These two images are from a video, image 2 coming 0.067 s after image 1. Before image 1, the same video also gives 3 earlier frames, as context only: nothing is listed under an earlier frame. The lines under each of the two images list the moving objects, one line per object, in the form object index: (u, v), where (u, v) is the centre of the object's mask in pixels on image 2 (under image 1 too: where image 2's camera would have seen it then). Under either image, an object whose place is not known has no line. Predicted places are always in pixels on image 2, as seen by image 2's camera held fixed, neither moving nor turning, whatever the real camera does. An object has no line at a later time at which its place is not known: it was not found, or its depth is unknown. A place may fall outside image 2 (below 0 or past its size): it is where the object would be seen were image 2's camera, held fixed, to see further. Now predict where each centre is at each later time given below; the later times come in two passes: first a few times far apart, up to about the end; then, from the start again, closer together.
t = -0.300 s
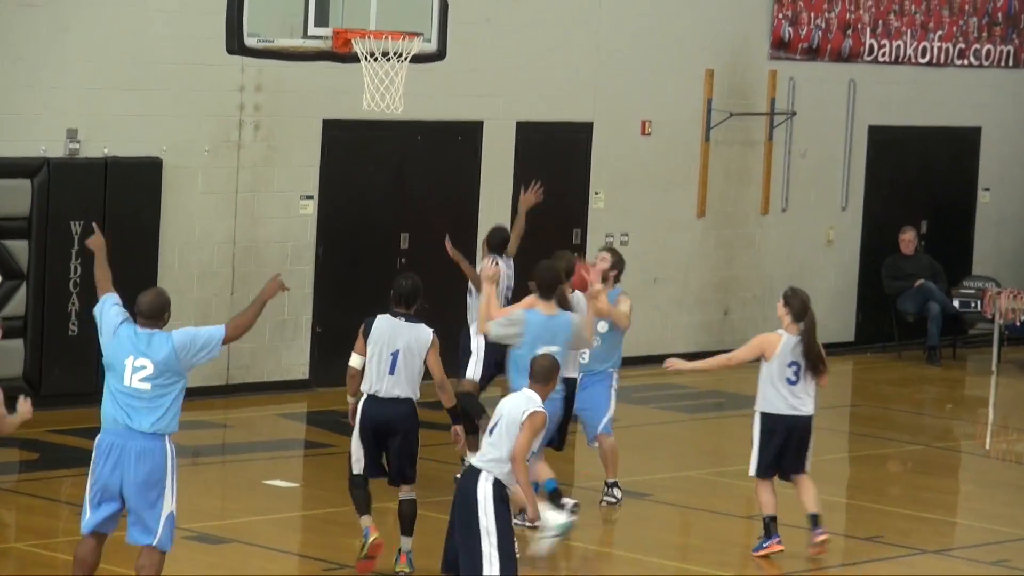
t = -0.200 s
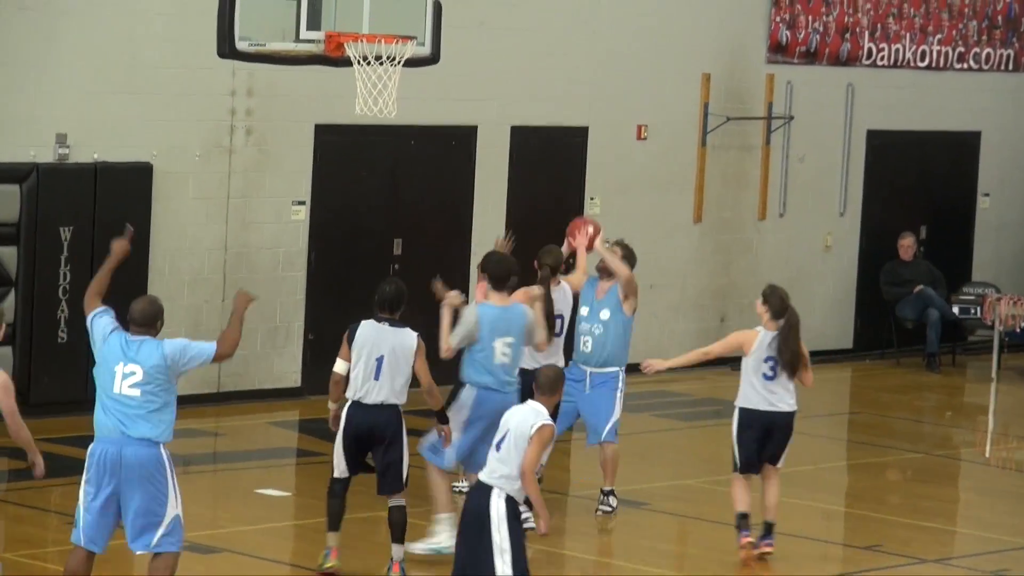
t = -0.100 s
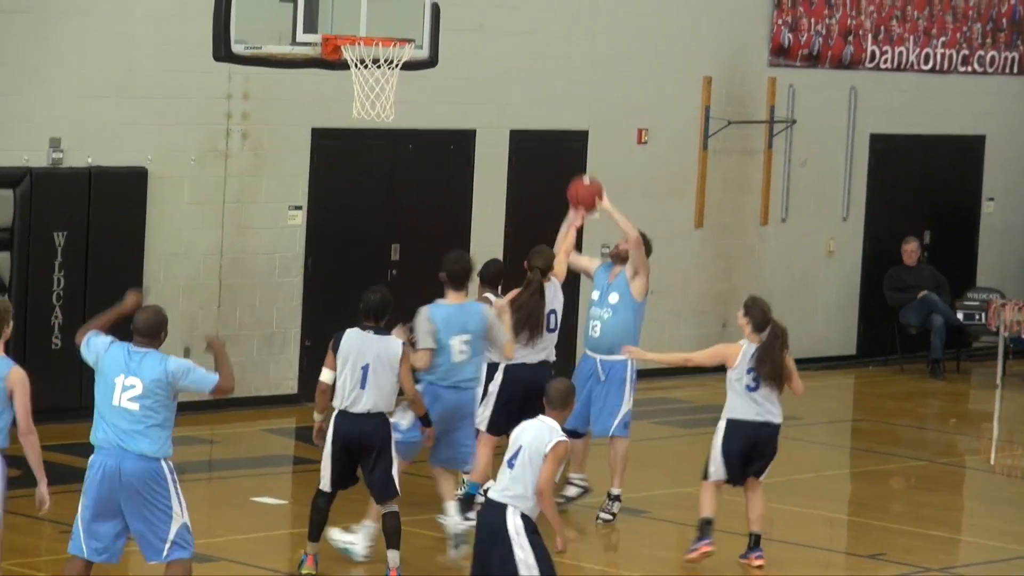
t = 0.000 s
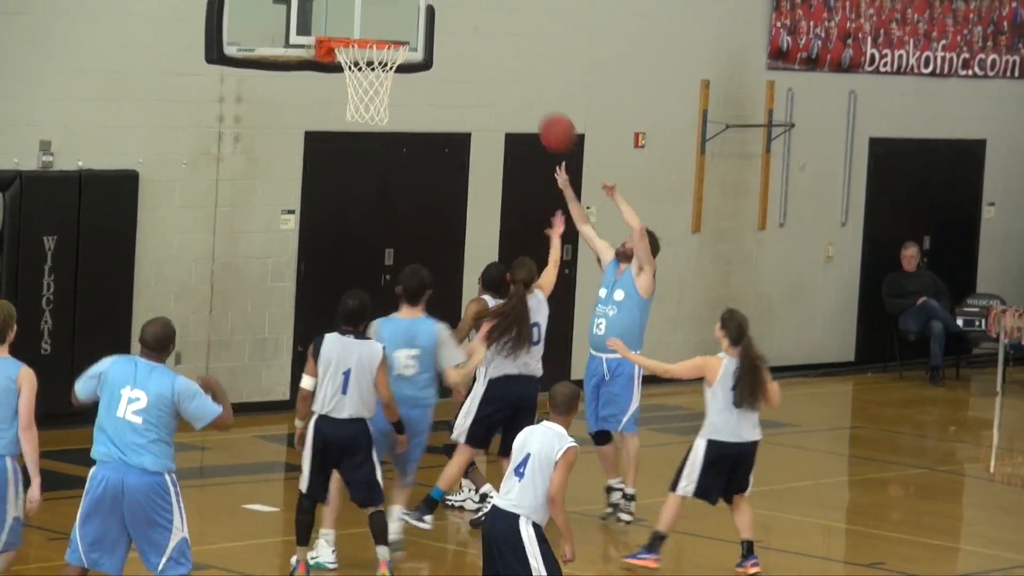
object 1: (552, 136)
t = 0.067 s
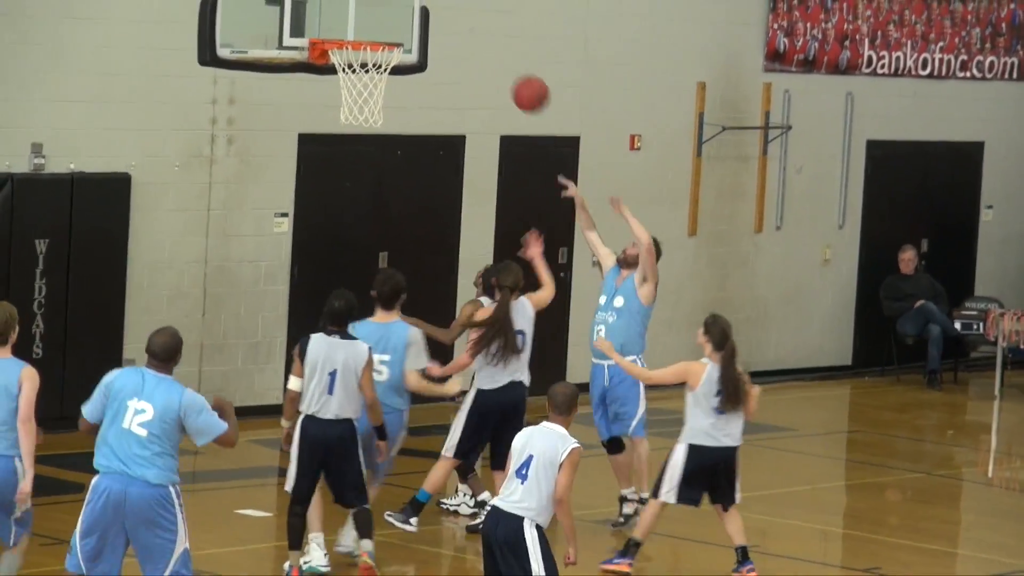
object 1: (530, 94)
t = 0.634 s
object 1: (374, 15)
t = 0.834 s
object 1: (375, 27)
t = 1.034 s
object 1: (365, 30)
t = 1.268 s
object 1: (350, 95)
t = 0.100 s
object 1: (520, 76)
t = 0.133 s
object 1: (509, 60)
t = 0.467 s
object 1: (390, -3)
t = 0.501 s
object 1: (378, -2)
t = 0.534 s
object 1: (373, -1)
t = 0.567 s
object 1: (373, 1)
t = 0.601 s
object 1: (374, 6)
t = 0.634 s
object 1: (374, 15)
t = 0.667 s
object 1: (374, 24)
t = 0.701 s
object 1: (375, 23)
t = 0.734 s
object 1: (375, 23)
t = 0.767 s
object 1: (375, 23)
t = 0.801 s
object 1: (375, 25)
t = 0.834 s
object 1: (375, 27)
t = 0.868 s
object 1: (375, 30)
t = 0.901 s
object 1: (373, 28)
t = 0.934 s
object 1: (371, 27)
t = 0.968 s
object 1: (369, 27)
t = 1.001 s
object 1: (367, 28)
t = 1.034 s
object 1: (365, 30)
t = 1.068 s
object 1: (362, 33)
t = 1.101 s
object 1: (361, 48)
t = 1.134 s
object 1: (357, 58)
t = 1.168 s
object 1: (354, 65)
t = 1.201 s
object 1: (353, 77)
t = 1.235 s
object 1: (351, 86)
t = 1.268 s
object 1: (350, 95)
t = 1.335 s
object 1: (349, 116)
